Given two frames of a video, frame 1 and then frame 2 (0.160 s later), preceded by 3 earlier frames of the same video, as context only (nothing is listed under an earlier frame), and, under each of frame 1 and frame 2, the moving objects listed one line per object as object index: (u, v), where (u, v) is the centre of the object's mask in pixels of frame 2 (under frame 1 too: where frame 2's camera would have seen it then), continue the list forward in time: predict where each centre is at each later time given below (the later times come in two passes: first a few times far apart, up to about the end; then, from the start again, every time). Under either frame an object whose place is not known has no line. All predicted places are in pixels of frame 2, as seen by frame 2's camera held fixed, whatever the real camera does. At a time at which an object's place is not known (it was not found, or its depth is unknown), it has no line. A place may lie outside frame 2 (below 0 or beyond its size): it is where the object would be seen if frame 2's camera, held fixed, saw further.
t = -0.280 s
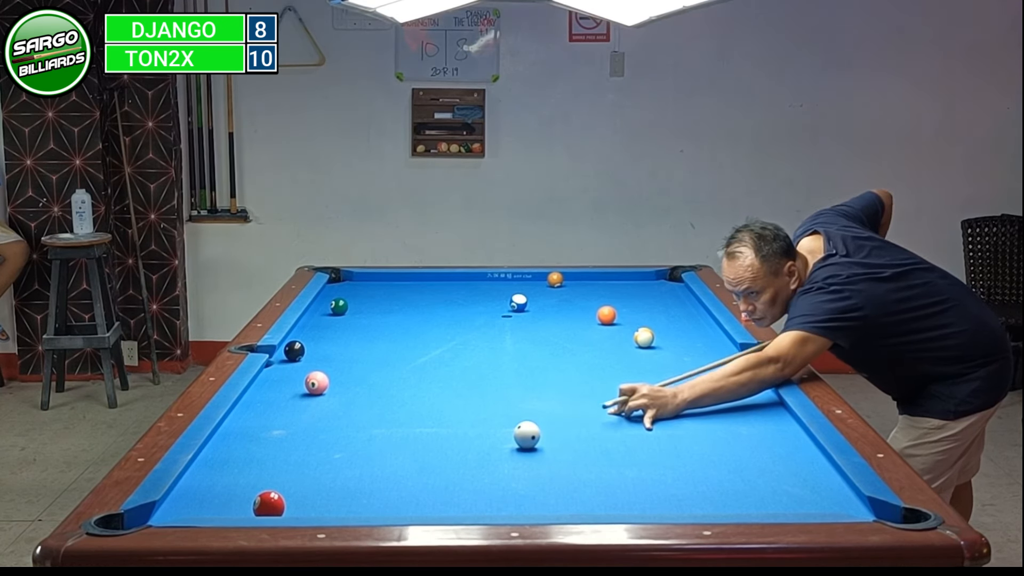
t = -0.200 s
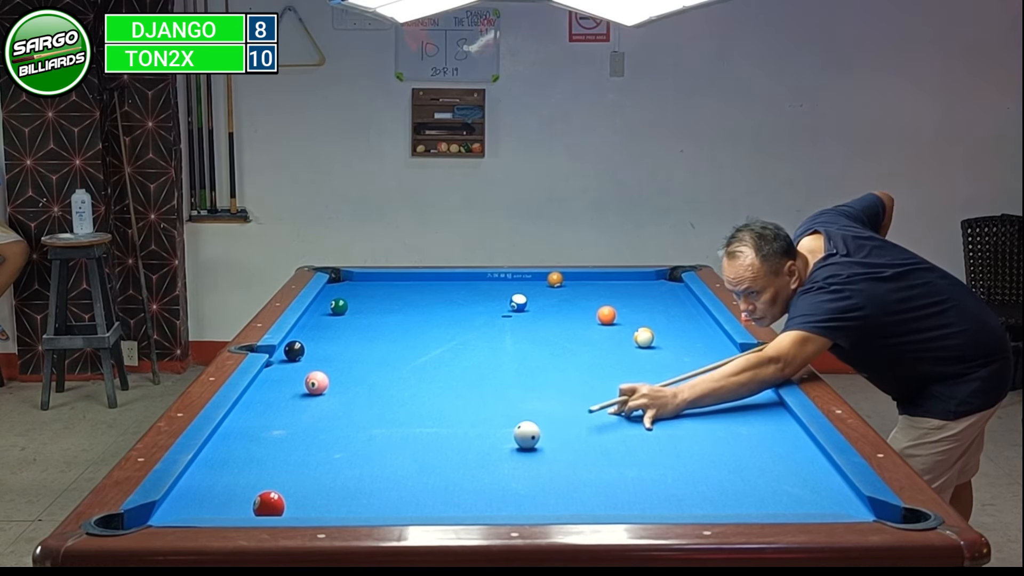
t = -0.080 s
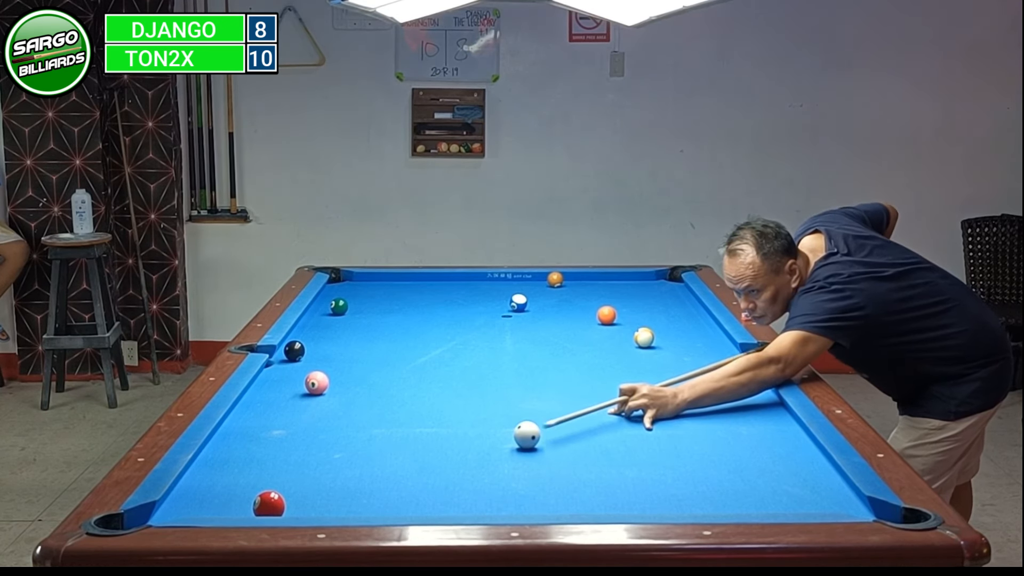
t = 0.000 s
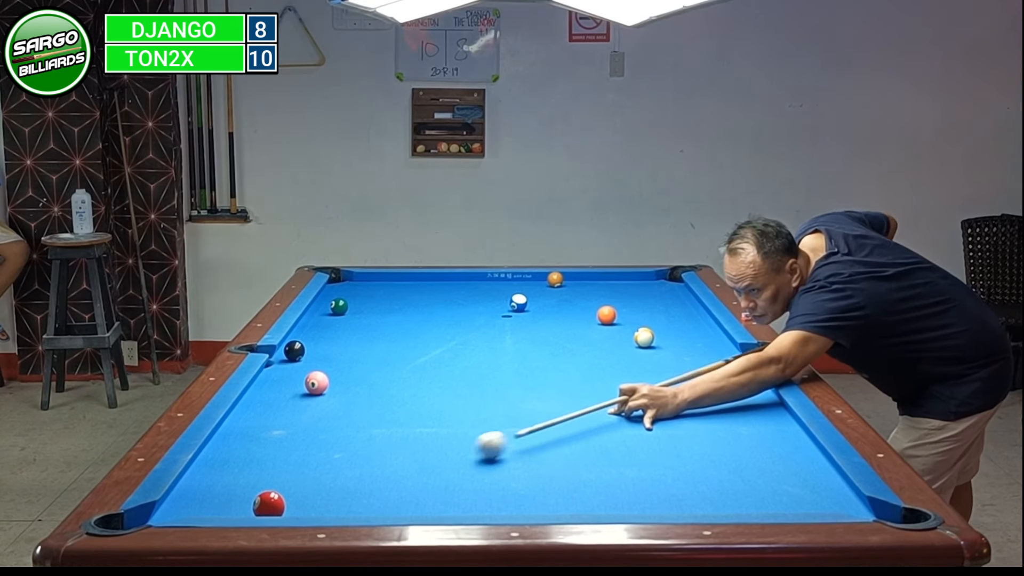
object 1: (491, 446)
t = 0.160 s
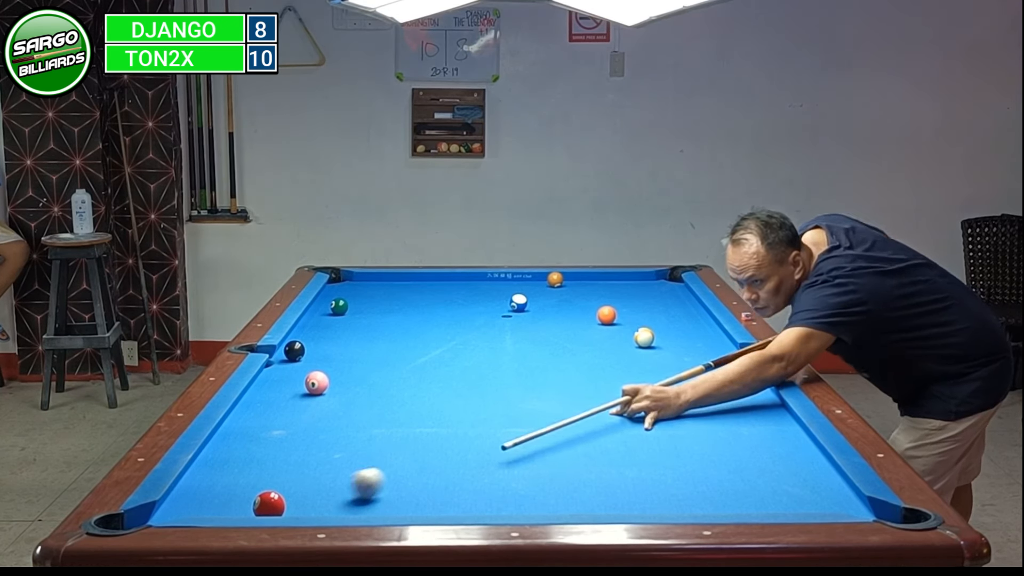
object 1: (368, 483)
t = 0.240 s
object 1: (302, 503)
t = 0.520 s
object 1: (316, 497)
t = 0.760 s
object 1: (319, 479)
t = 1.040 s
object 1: (324, 460)
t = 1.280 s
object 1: (327, 447)
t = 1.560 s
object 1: (331, 432)
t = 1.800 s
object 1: (336, 422)
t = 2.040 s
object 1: (341, 413)
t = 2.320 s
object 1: (347, 403)
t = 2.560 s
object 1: (352, 397)
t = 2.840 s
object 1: (357, 389)
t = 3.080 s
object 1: (361, 384)
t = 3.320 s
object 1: (365, 379)
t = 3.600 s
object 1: (369, 374)
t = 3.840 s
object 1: (372, 371)
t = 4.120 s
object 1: (375, 367)
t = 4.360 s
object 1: (377, 365)
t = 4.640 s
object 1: (379, 363)
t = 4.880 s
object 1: (380, 362)
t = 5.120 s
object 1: (381, 360)
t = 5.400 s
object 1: (383, 360)
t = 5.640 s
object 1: (383, 360)
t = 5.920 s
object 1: (383, 360)
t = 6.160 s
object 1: (383, 360)
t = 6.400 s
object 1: (384, 360)
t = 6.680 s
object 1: (384, 360)
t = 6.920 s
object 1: (384, 360)
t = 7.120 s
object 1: (384, 360)
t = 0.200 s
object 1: (341, 492)
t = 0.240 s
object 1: (302, 503)
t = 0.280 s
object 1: (302, 506)
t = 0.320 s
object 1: (301, 509)
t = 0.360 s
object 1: (308, 506)
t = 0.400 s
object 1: (311, 504)
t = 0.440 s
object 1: (314, 502)
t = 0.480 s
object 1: (315, 499)
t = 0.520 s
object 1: (316, 497)
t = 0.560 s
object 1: (317, 493)
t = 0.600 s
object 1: (317, 490)
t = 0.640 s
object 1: (318, 487)
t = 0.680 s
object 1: (318, 484)
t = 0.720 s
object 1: (319, 481)
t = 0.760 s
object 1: (319, 479)
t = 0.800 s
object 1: (320, 475)
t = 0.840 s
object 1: (321, 473)
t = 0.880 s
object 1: (321, 470)
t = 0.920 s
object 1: (322, 468)
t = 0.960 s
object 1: (323, 465)
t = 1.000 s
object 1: (323, 462)
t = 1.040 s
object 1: (324, 460)
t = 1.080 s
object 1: (324, 458)
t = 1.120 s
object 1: (325, 455)
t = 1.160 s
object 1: (326, 453)
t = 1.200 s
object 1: (326, 450)
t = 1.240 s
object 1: (327, 448)
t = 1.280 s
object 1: (327, 447)
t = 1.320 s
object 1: (328, 444)
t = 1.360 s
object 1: (328, 442)
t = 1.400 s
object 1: (329, 441)
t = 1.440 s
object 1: (330, 438)
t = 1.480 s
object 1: (330, 436)
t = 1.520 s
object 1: (331, 434)
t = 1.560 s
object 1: (331, 432)
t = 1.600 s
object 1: (332, 431)
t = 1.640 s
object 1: (333, 429)
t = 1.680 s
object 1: (333, 427)
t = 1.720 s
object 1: (334, 426)
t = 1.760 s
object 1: (335, 424)
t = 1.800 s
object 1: (336, 422)
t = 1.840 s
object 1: (337, 420)
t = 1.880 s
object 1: (338, 419)
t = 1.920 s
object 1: (338, 418)
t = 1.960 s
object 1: (339, 416)
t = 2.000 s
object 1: (340, 414)
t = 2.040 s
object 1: (341, 413)
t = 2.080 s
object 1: (342, 411)
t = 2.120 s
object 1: (342, 410)
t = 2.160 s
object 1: (344, 408)
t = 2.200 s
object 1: (344, 407)
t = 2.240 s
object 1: (345, 406)
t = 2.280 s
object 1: (346, 404)
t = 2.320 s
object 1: (347, 403)
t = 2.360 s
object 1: (348, 403)
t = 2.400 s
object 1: (349, 401)
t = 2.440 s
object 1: (350, 400)
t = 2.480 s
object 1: (351, 399)
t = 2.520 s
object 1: (351, 398)
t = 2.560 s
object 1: (352, 397)
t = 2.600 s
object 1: (353, 395)
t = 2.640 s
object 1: (354, 394)
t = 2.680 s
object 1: (354, 393)
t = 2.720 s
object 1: (355, 392)
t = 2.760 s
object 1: (355, 391)
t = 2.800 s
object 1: (356, 390)
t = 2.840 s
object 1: (357, 389)
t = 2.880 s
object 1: (358, 388)
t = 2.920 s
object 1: (359, 387)
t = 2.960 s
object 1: (359, 386)
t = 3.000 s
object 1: (360, 386)
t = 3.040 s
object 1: (361, 385)
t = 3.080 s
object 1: (361, 384)
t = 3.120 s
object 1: (362, 383)
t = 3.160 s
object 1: (363, 382)
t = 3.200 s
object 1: (364, 382)
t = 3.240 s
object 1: (364, 381)
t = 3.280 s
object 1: (365, 380)
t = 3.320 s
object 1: (365, 379)
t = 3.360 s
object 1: (366, 379)
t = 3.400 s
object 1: (366, 378)
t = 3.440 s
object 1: (367, 377)
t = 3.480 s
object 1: (367, 376)
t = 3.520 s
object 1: (368, 376)
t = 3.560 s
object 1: (369, 375)
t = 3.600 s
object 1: (369, 374)
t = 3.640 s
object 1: (369, 374)
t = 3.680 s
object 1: (370, 373)
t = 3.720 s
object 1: (370, 373)
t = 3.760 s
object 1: (371, 372)
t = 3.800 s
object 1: (371, 371)
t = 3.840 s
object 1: (372, 371)
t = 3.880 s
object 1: (372, 370)
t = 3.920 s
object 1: (373, 370)
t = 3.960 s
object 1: (373, 369)
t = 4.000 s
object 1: (374, 369)
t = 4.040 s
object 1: (374, 368)
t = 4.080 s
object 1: (374, 368)
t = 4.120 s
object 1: (375, 367)
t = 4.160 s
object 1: (375, 367)
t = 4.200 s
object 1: (375, 367)
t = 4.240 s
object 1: (376, 366)
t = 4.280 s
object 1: (376, 366)
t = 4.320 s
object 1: (377, 365)
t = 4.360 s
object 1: (377, 365)
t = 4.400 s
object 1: (377, 365)
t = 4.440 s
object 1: (378, 364)
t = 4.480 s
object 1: (378, 364)
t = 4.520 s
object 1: (378, 364)
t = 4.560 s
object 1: (378, 363)
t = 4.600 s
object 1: (379, 363)
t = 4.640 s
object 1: (379, 363)
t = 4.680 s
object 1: (379, 362)
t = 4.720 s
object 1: (379, 362)
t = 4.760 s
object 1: (380, 362)
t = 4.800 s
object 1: (380, 362)
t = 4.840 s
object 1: (380, 362)
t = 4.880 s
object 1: (380, 362)
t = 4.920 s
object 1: (381, 361)
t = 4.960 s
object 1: (381, 361)
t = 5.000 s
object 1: (381, 361)
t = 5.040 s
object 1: (381, 361)
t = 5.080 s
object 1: (381, 361)
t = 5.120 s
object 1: (381, 360)
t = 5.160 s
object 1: (382, 360)
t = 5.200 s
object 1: (382, 360)
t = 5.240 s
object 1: (382, 360)
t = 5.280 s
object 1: (382, 360)
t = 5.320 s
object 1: (382, 360)
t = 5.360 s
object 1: (382, 360)
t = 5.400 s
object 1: (383, 360)
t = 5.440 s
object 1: (383, 360)
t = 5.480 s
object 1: (383, 360)
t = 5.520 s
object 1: (383, 360)
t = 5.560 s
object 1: (383, 360)
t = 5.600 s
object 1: (383, 360)
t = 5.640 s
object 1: (383, 360)
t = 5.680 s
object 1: (383, 360)
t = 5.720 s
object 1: (383, 360)
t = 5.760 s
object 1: (383, 360)
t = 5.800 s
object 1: (383, 360)
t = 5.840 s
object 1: (383, 360)
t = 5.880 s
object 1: (383, 360)
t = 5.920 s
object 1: (383, 360)
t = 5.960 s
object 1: (383, 360)
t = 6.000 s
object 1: (383, 360)
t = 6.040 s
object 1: (384, 360)
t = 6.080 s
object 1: (384, 360)
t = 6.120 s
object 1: (384, 360)
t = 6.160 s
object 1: (383, 360)
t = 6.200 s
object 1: (384, 360)
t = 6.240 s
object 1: (384, 360)
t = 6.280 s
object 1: (384, 360)
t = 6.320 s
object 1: (384, 360)
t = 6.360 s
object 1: (384, 360)
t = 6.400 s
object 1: (384, 360)
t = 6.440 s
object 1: (384, 360)
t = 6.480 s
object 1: (384, 360)
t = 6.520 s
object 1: (384, 360)
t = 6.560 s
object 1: (384, 360)
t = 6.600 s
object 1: (384, 360)
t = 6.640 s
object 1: (384, 360)
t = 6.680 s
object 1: (384, 360)
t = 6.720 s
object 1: (384, 360)
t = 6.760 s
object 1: (384, 360)
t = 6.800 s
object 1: (384, 360)
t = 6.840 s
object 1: (384, 360)
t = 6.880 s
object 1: (384, 360)
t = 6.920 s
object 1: (384, 360)
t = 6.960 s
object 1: (384, 360)
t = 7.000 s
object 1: (384, 360)
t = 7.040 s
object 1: (384, 360)
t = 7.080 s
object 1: (384, 360)
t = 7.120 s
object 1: (384, 360)
